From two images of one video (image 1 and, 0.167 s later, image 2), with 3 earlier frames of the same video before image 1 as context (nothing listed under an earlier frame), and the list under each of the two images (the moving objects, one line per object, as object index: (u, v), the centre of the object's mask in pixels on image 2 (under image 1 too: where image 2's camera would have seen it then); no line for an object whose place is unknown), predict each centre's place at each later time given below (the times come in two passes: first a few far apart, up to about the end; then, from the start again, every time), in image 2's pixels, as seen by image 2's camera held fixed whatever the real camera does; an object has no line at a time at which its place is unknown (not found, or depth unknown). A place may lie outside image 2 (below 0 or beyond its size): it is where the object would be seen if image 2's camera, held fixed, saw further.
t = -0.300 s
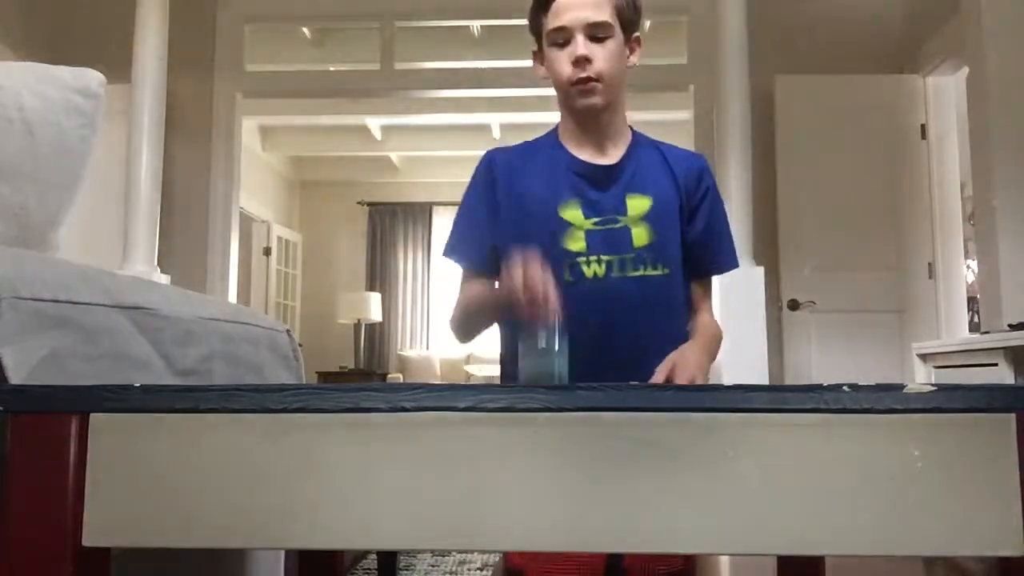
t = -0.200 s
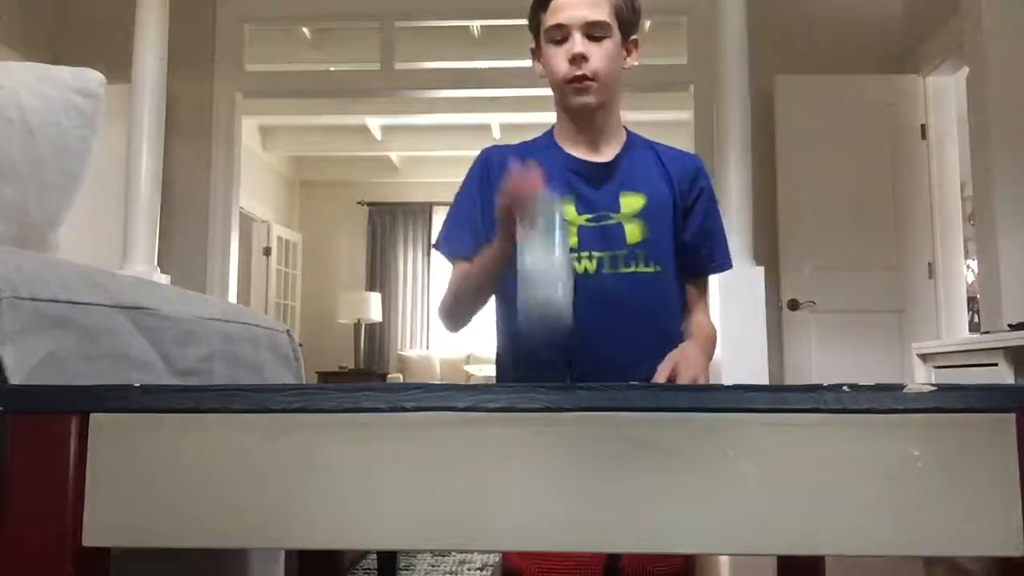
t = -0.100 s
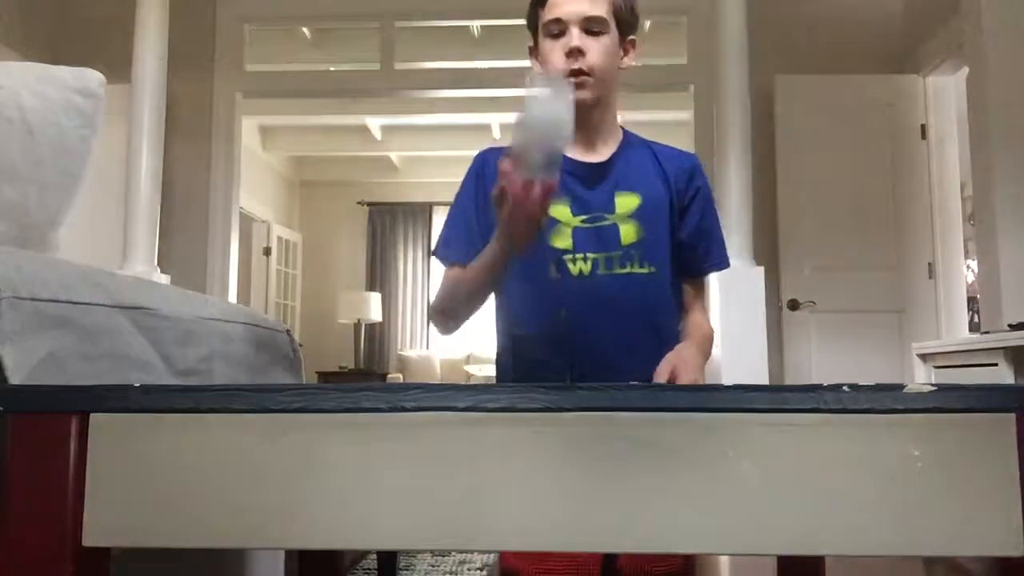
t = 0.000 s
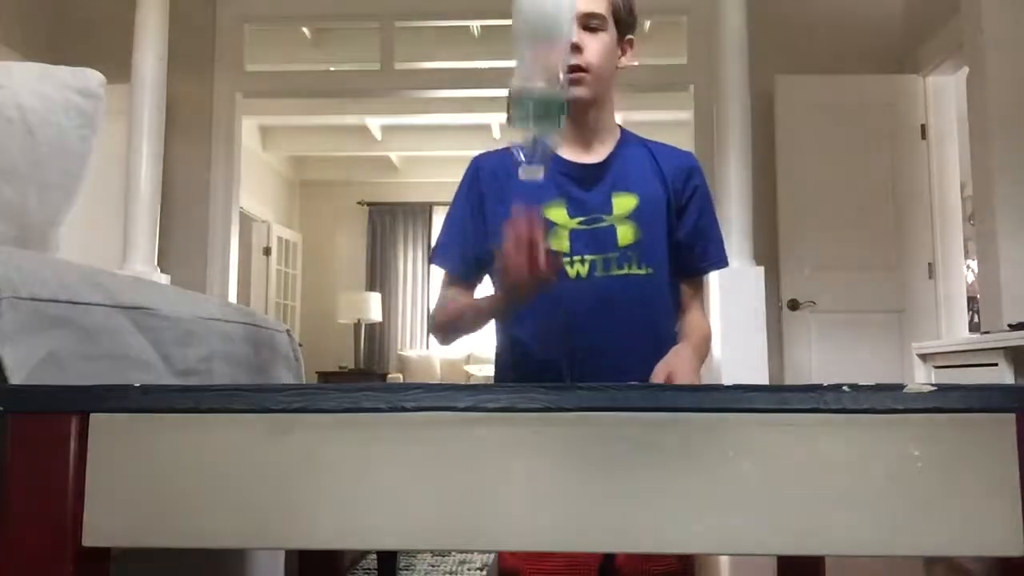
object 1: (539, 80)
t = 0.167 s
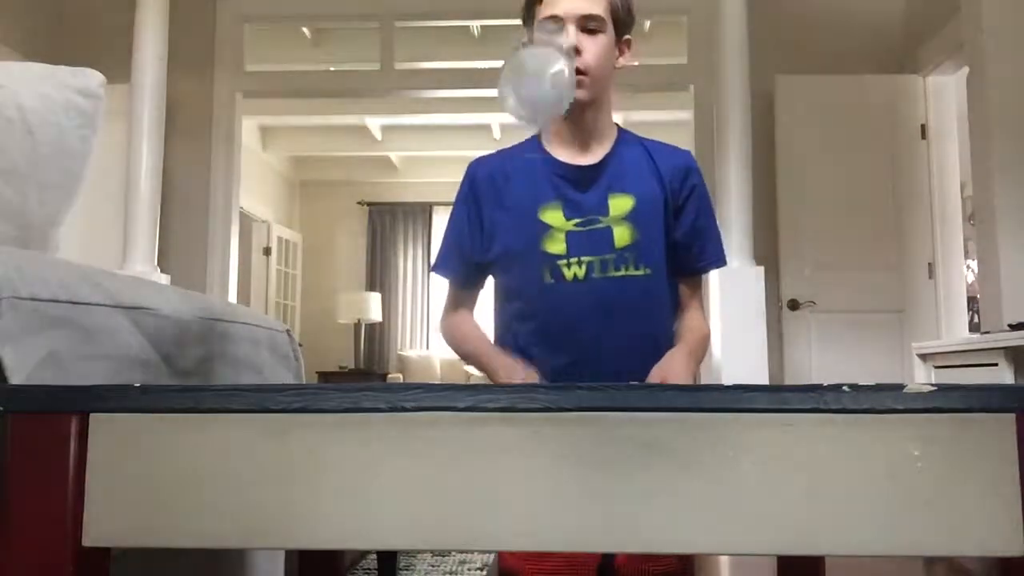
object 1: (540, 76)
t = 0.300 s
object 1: (537, 269)
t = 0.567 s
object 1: (528, 321)
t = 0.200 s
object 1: (539, 98)
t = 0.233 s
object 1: (539, 149)
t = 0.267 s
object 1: (539, 219)
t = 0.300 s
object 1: (537, 269)
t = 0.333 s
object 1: (537, 254)
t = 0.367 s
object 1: (536, 237)
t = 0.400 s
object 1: (535, 236)
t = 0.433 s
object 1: (534, 249)
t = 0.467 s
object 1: (533, 278)
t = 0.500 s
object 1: (529, 308)
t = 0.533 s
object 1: (527, 328)
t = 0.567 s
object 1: (528, 321)
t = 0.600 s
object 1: (527, 321)
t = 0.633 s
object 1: (524, 330)
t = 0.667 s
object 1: (523, 331)
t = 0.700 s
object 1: (520, 334)
